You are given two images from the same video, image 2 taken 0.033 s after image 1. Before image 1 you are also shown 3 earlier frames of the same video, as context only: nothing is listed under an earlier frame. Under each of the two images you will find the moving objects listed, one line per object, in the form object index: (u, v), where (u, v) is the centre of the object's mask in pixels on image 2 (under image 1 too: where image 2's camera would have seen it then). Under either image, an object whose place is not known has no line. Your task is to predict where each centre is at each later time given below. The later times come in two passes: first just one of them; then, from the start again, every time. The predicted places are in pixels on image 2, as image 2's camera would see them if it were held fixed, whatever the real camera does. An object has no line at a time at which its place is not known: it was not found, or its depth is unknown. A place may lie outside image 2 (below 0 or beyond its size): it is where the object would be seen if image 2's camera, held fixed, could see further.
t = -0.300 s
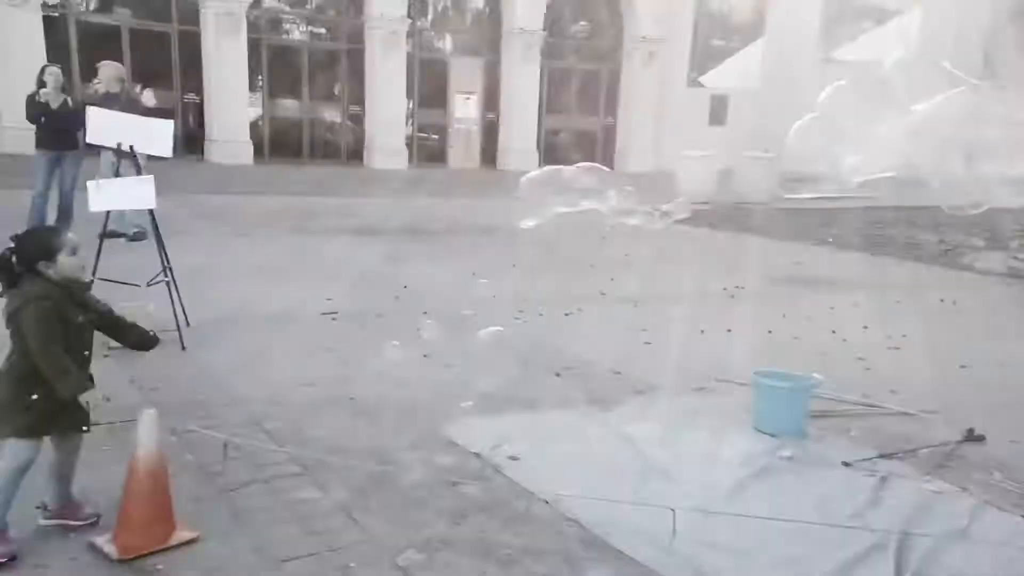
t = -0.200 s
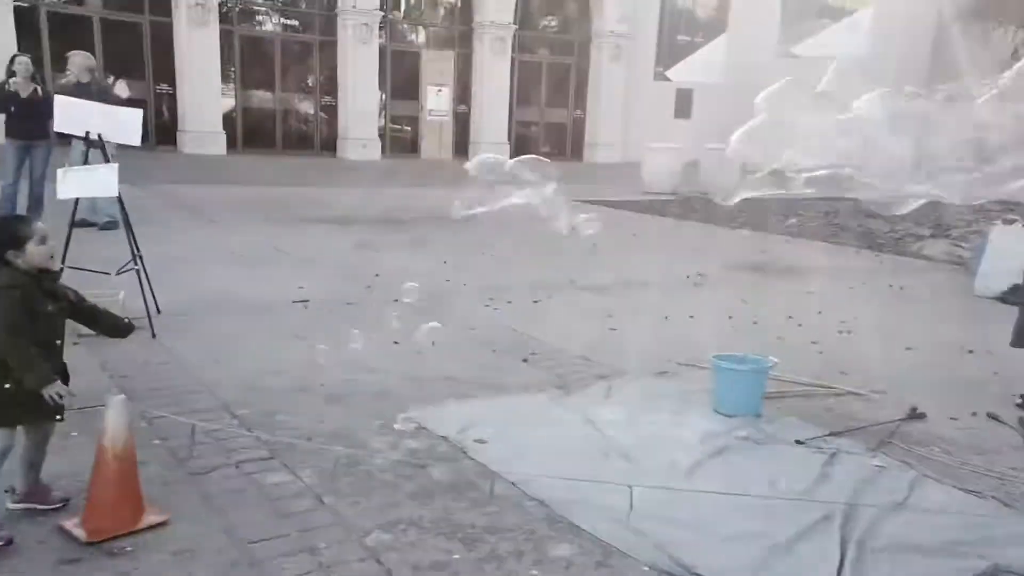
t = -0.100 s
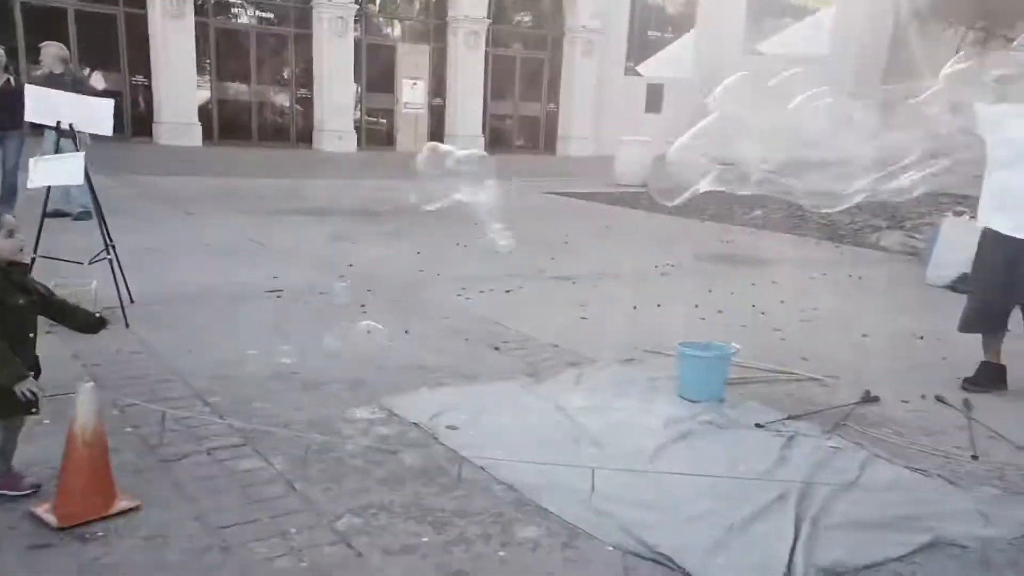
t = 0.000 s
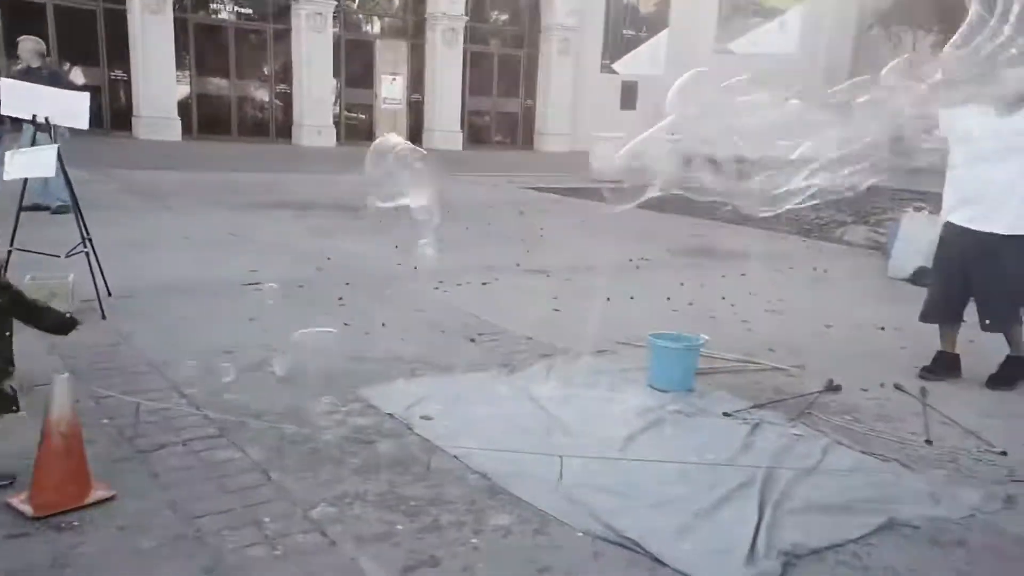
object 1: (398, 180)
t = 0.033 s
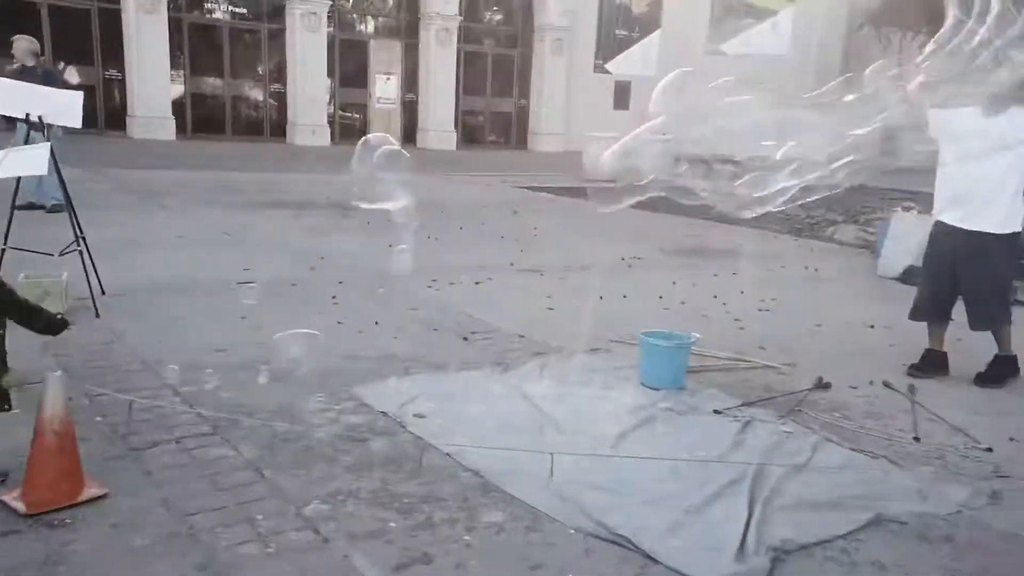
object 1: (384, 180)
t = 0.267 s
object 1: (307, 186)
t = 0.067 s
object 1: (373, 180)
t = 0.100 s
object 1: (362, 178)
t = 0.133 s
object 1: (351, 179)
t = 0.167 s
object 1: (339, 182)
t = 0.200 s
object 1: (327, 185)
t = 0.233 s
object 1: (317, 185)
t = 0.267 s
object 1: (307, 186)
